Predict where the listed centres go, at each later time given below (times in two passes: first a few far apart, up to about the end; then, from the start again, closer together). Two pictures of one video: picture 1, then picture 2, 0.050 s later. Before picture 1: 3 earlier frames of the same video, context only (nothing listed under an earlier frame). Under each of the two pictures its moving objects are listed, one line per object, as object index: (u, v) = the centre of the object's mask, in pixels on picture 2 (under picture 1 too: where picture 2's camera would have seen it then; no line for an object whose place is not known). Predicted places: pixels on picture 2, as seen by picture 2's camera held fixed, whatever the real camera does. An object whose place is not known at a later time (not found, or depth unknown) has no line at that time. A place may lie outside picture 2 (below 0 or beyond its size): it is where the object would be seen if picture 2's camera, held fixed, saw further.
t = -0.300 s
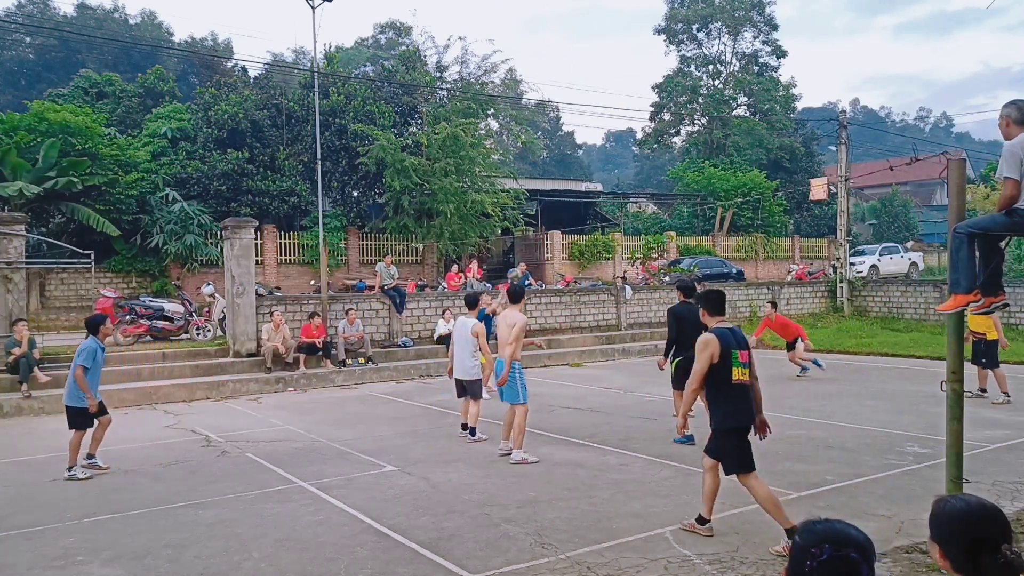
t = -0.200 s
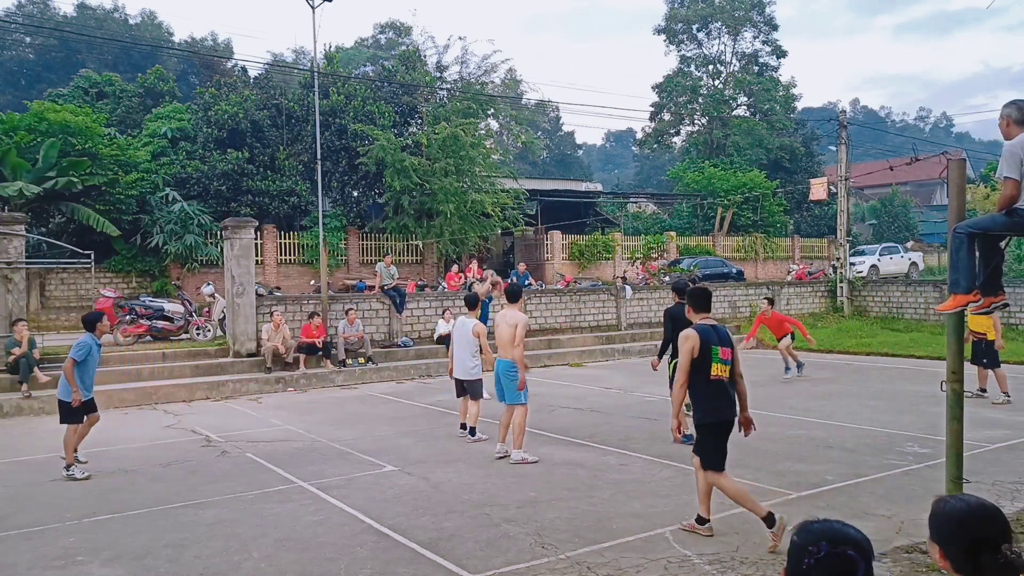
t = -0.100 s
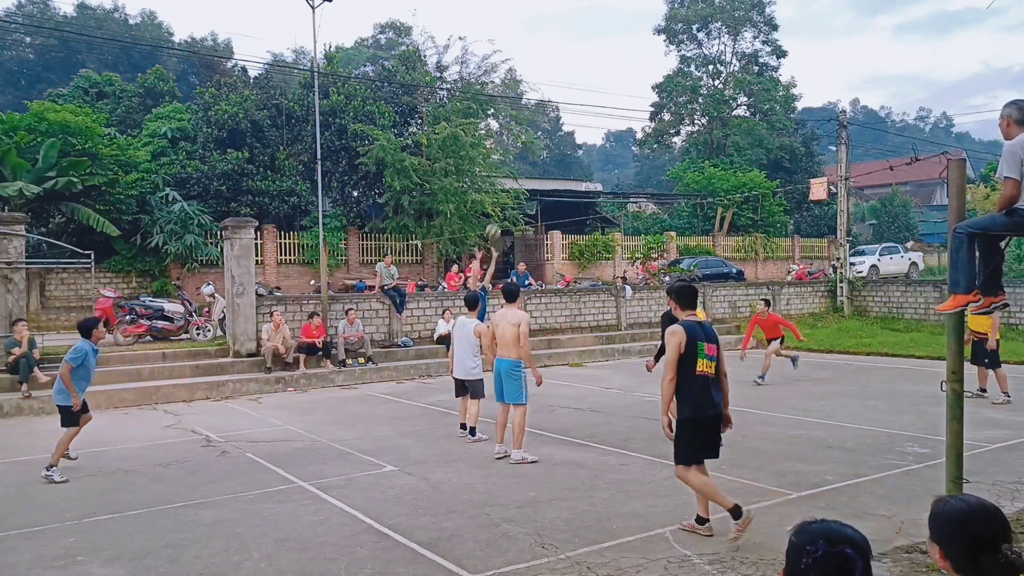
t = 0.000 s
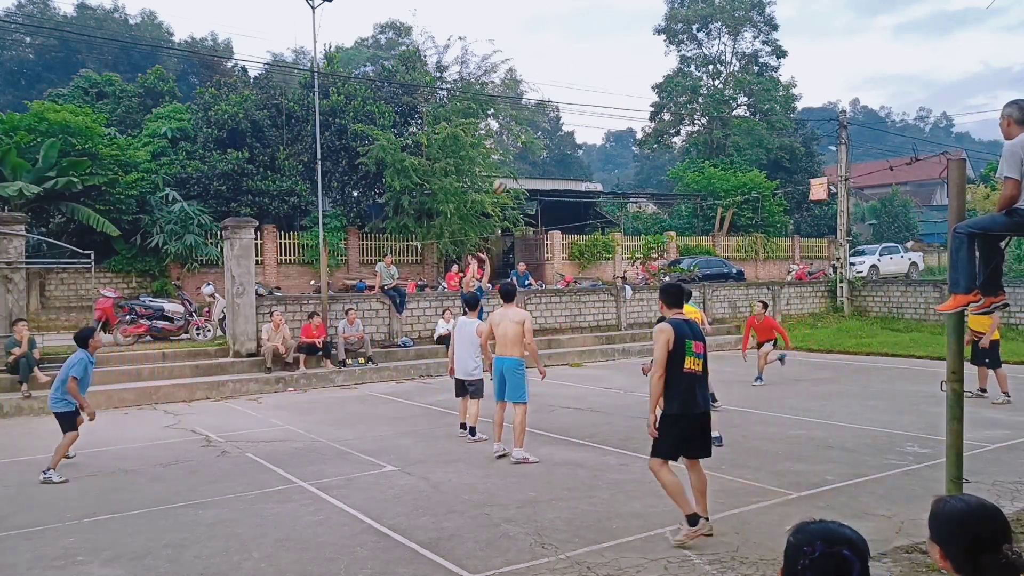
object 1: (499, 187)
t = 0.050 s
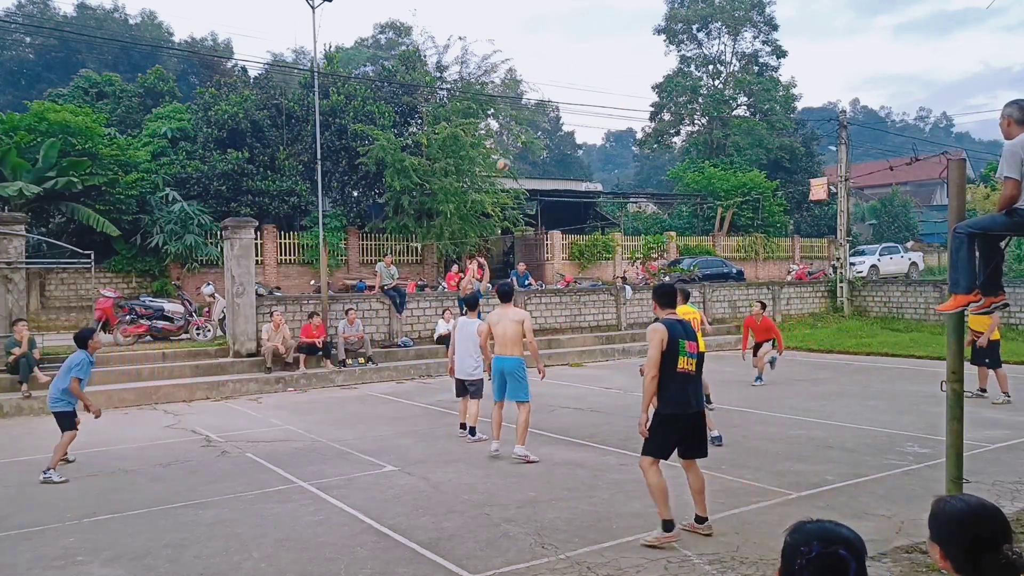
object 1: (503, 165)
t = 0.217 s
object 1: (515, 109)
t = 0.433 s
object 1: (532, 59)
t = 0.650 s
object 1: (550, 42)
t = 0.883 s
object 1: (572, 63)
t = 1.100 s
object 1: (594, 122)
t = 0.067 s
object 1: (505, 159)
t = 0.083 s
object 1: (506, 153)
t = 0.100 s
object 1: (506, 147)
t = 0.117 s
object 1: (507, 141)
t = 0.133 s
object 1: (509, 134)
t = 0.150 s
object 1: (510, 129)
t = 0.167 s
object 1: (512, 123)
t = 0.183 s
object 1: (513, 118)
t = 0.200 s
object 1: (514, 114)
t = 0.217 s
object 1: (515, 109)
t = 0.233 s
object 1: (515, 103)
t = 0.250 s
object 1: (517, 100)
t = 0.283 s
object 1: (520, 91)
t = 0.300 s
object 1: (522, 86)
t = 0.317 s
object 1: (523, 82)
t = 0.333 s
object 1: (524, 79)
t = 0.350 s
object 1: (525, 75)
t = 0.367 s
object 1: (527, 71)
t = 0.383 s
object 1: (528, 68)
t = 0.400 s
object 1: (529, 65)
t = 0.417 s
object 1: (531, 62)
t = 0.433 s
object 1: (532, 59)
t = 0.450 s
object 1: (533, 57)
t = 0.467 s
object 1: (535, 55)
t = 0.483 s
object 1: (536, 52)
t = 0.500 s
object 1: (537, 51)
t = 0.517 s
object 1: (539, 49)
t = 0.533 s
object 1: (540, 47)
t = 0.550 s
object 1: (542, 46)
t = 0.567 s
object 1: (543, 45)
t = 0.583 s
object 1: (544, 44)
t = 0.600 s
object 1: (546, 43)
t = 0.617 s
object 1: (547, 43)
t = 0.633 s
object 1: (549, 42)
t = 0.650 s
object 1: (550, 42)
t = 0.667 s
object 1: (552, 42)
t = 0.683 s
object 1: (553, 43)
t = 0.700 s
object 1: (555, 43)
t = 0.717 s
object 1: (556, 44)
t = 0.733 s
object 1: (558, 45)
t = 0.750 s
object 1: (559, 46)
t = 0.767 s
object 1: (561, 47)
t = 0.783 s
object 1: (563, 49)
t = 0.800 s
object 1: (564, 51)
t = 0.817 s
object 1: (566, 53)
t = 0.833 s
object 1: (567, 55)
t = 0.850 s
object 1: (569, 57)
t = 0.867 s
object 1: (571, 60)
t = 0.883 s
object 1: (572, 63)
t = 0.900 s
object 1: (574, 66)
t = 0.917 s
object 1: (575, 70)
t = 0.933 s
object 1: (577, 73)
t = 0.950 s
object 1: (579, 77)
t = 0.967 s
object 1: (580, 81)
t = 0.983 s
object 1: (582, 85)
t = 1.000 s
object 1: (584, 90)
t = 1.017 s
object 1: (585, 94)
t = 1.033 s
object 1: (587, 100)
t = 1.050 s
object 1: (589, 105)
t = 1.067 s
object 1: (591, 111)
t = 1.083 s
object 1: (592, 117)
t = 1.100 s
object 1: (594, 122)
